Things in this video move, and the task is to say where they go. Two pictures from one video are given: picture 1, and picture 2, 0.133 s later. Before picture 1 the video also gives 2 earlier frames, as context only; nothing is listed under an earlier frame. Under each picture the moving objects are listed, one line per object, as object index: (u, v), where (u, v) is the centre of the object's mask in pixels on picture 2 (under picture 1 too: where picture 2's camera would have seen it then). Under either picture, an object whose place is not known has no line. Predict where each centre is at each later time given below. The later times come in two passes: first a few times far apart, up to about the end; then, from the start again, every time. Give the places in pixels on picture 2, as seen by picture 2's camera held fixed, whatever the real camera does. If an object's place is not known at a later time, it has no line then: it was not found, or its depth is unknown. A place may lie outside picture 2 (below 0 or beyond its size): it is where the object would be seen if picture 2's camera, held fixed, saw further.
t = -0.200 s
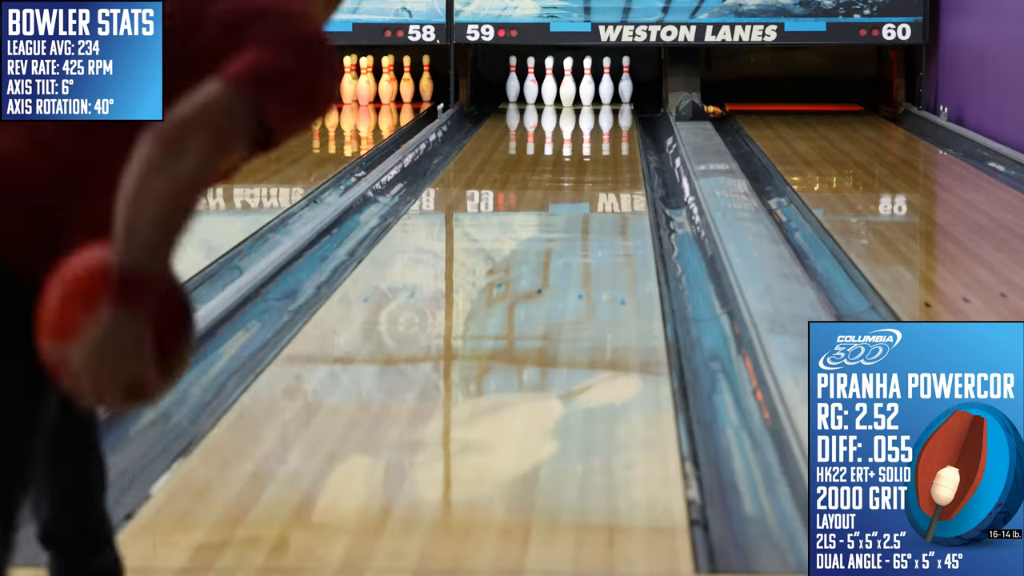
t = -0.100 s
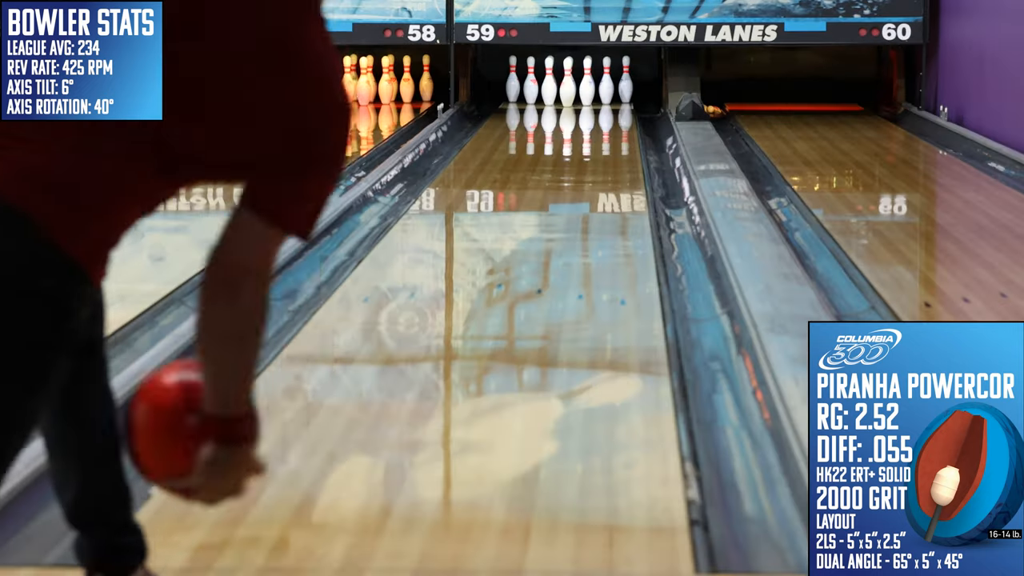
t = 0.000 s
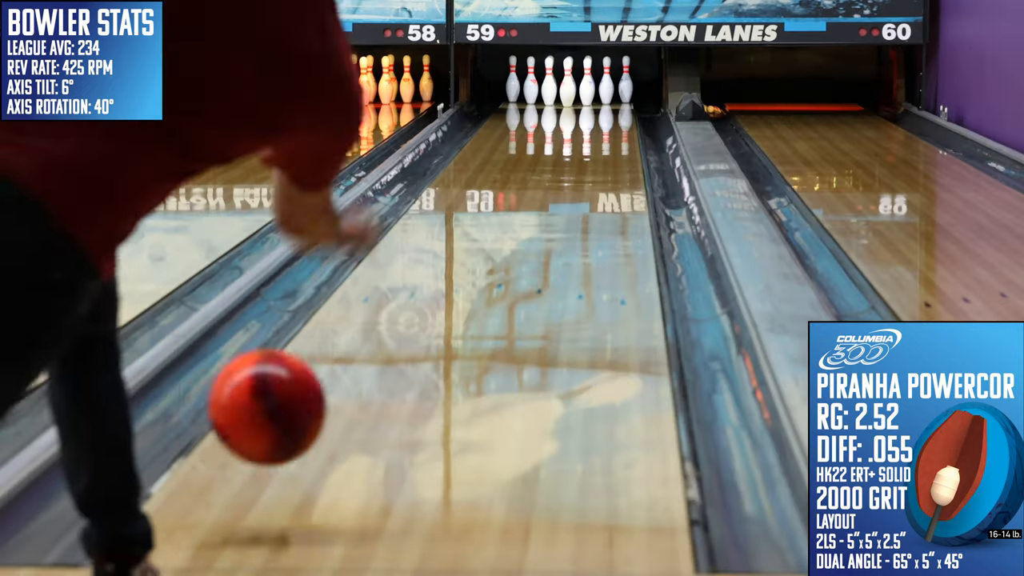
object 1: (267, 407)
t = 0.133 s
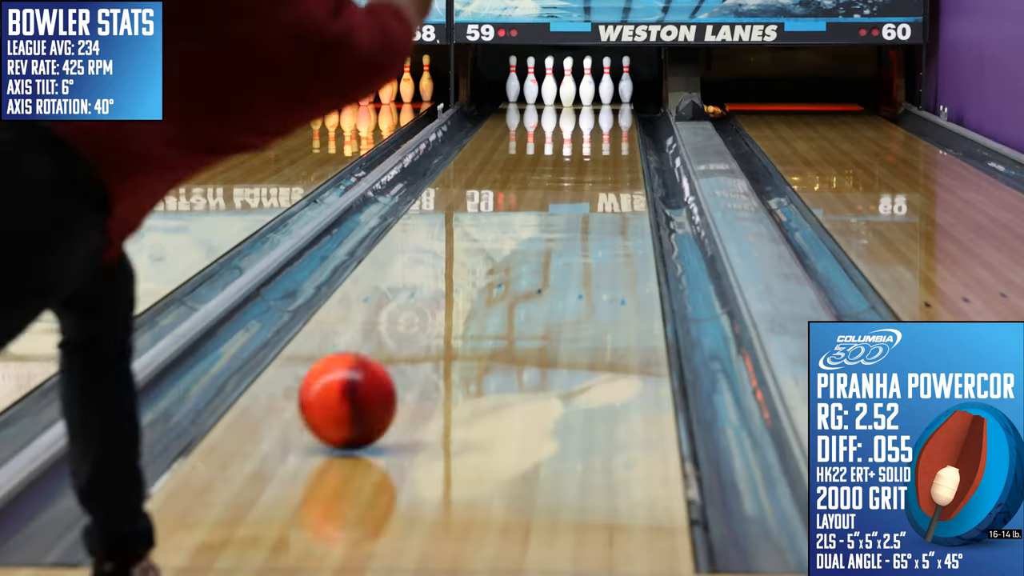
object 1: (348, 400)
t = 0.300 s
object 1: (416, 335)
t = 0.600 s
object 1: (496, 255)
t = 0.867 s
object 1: (539, 209)
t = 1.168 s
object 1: (572, 174)
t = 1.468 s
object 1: (593, 147)
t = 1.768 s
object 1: (606, 127)
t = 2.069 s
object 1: (607, 112)
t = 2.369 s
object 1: (595, 100)
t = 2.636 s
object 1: (586, 92)
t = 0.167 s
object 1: (363, 383)
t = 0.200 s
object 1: (378, 372)
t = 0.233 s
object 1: (391, 359)
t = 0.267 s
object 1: (405, 346)
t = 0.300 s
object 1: (416, 335)
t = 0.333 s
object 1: (427, 324)
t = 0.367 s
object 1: (438, 313)
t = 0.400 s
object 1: (448, 304)
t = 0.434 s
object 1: (457, 294)
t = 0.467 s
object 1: (460, 290)
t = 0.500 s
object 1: (488, 273)
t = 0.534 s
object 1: (482, 270)
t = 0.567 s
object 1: (489, 262)
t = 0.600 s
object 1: (496, 255)
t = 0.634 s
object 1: (502, 249)
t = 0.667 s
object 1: (508, 242)
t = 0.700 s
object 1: (514, 236)
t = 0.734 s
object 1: (520, 230)
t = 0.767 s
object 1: (525, 225)
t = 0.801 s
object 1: (530, 220)
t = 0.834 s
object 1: (535, 214)
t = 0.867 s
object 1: (539, 209)
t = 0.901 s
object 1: (544, 205)
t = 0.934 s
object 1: (548, 200)
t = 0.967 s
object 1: (552, 196)
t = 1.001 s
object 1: (555, 192)
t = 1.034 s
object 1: (559, 188)
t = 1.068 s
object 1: (562, 184)
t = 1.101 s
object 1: (566, 181)
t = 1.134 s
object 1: (569, 177)
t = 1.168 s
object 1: (572, 174)
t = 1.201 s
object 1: (574, 170)
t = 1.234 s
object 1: (577, 167)
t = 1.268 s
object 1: (580, 164)
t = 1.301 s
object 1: (583, 161)
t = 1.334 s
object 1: (585, 158)
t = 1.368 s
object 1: (587, 155)
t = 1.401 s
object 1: (590, 153)
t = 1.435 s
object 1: (592, 150)
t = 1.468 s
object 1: (593, 147)
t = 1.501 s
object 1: (595, 145)
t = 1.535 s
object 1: (597, 142)
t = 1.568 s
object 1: (599, 140)
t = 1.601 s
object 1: (600, 137)
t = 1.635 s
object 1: (601, 136)
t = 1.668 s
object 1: (603, 133)
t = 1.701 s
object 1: (604, 131)
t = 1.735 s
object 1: (605, 129)
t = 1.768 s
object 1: (606, 127)
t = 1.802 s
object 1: (606, 126)
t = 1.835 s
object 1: (607, 124)
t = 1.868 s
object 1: (608, 122)
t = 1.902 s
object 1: (608, 120)
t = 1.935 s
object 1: (608, 119)
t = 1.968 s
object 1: (608, 117)
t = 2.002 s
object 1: (608, 115)
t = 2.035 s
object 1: (607, 113)
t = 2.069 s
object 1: (607, 112)
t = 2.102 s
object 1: (606, 110)
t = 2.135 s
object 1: (606, 109)
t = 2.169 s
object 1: (604, 107)
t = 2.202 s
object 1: (603, 106)
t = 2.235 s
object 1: (601, 105)
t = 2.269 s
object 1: (600, 103)
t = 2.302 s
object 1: (599, 102)
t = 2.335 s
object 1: (597, 101)
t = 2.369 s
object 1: (595, 100)
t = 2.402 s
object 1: (593, 99)
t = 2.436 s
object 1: (590, 97)
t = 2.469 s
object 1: (588, 96)
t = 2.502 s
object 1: (586, 95)
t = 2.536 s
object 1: (583, 94)
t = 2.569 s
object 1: (584, 93)
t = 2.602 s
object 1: (585, 93)
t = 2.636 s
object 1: (586, 92)
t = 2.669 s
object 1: (587, 91)
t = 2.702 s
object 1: (587, 91)
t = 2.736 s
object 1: (587, 90)
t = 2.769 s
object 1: (587, 90)
